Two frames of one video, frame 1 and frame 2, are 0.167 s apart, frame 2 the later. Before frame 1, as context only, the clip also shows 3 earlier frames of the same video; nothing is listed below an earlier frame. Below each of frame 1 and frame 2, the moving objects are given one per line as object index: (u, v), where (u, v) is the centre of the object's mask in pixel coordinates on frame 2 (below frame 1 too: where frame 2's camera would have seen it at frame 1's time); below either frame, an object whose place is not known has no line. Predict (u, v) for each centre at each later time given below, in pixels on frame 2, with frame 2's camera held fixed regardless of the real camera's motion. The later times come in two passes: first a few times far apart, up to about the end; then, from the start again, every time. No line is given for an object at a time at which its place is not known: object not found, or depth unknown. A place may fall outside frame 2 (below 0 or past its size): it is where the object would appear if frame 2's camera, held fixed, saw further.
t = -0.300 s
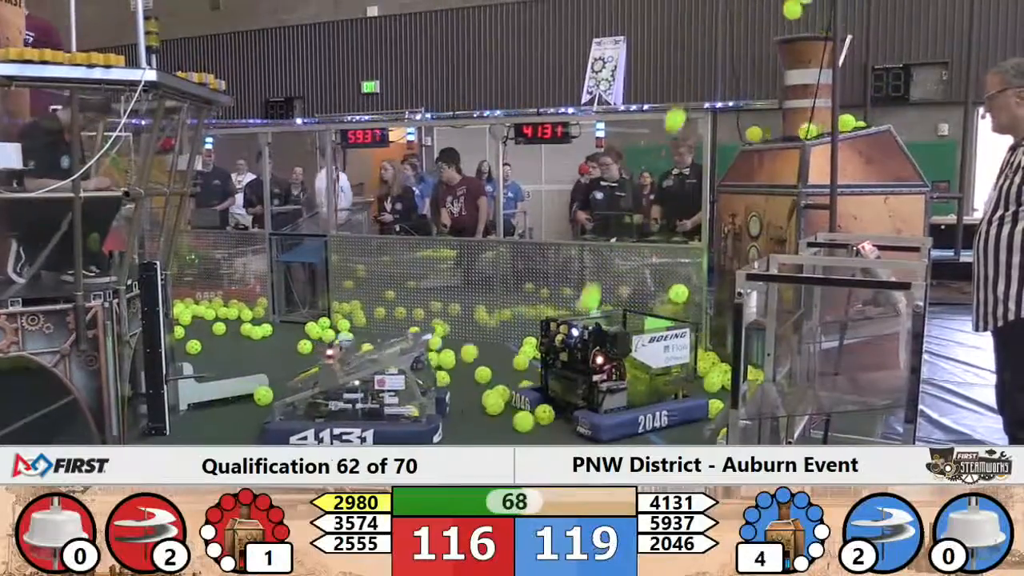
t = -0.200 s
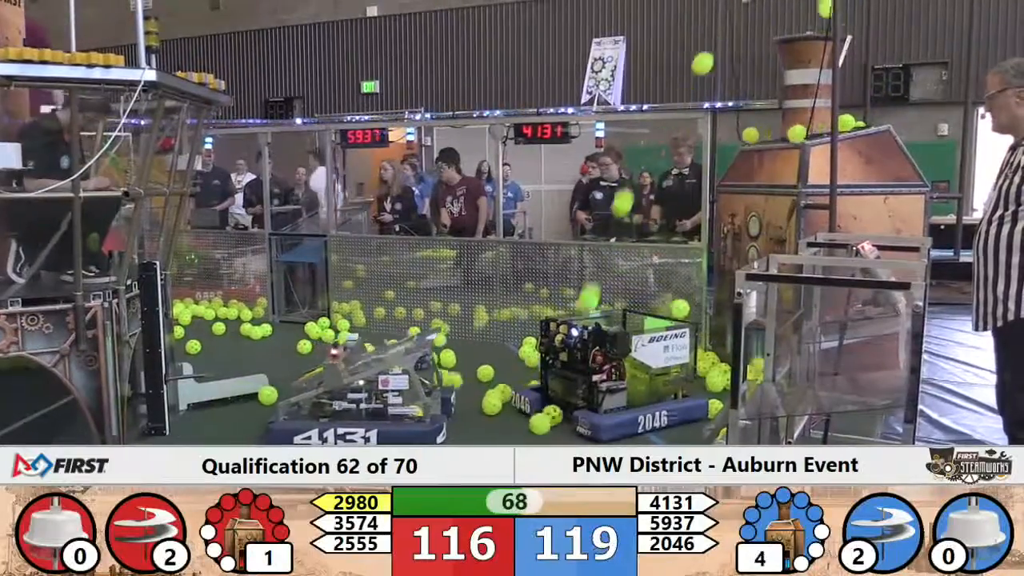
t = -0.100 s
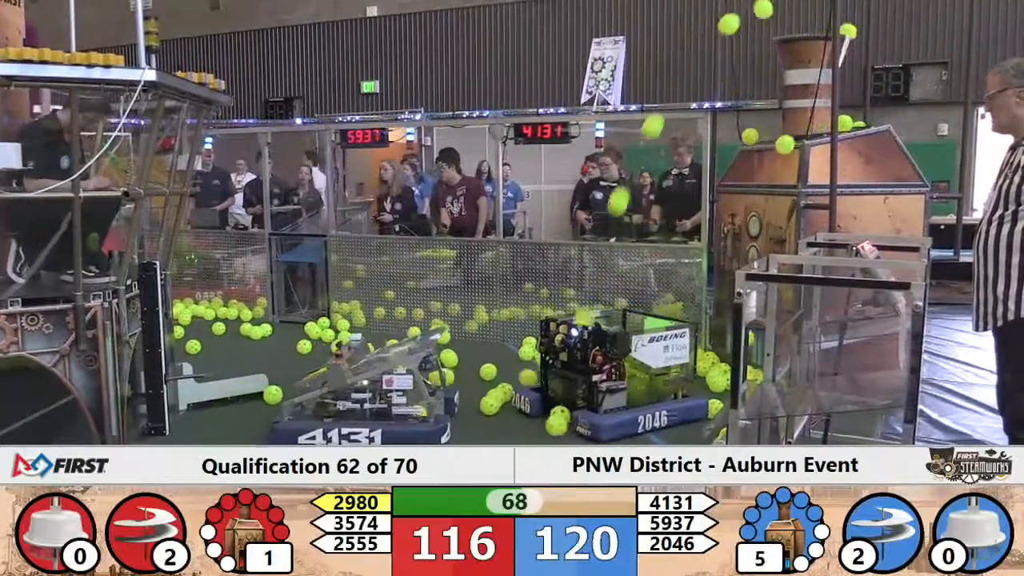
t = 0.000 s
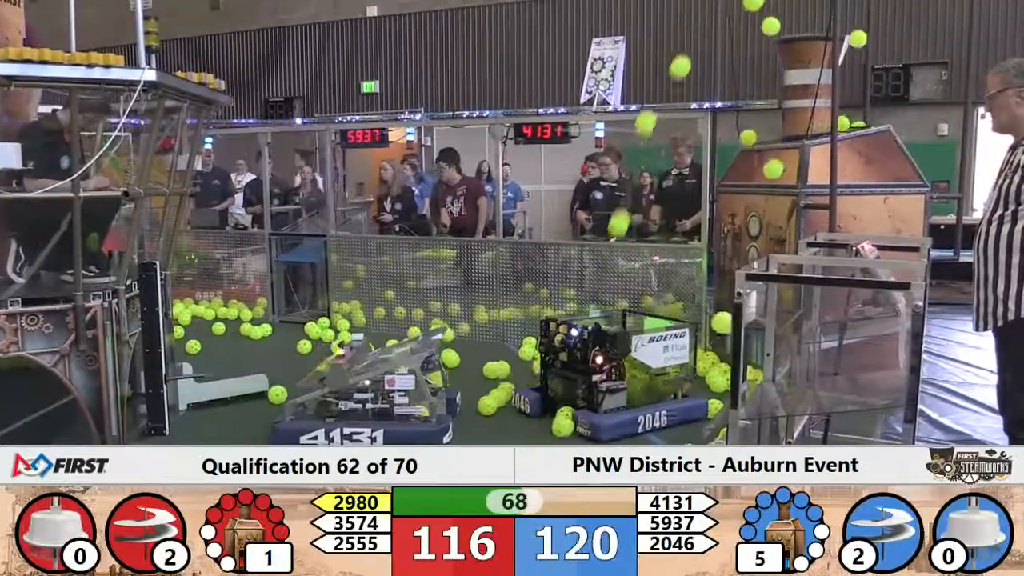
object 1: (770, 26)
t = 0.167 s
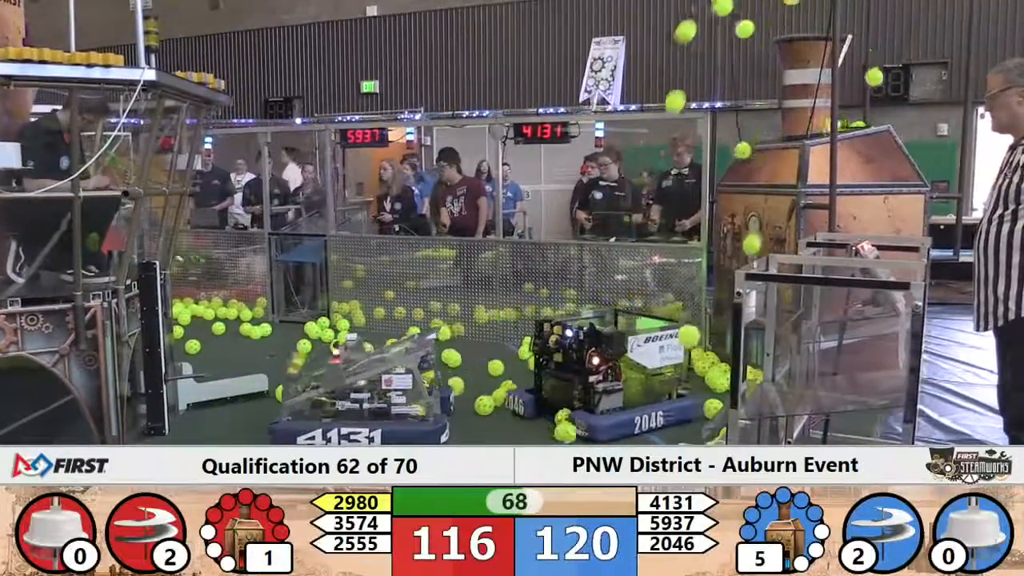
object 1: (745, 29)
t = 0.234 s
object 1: (734, 41)
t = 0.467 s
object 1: (699, 128)
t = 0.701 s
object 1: (668, 282)
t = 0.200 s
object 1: (739, 34)
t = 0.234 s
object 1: (734, 41)
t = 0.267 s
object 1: (730, 49)
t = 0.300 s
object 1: (725, 59)
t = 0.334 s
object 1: (720, 69)
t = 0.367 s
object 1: (714, 81)
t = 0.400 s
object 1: (709, 95)
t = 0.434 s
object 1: (704, 112)
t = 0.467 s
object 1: (699, 128)
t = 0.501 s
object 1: (695, 146)
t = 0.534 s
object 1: (690, 166)
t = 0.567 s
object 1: (685, 187)
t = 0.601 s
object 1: (681, 208)
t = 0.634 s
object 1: (677, 231)
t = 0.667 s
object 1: (672, 254)
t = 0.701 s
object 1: (668, 282)
